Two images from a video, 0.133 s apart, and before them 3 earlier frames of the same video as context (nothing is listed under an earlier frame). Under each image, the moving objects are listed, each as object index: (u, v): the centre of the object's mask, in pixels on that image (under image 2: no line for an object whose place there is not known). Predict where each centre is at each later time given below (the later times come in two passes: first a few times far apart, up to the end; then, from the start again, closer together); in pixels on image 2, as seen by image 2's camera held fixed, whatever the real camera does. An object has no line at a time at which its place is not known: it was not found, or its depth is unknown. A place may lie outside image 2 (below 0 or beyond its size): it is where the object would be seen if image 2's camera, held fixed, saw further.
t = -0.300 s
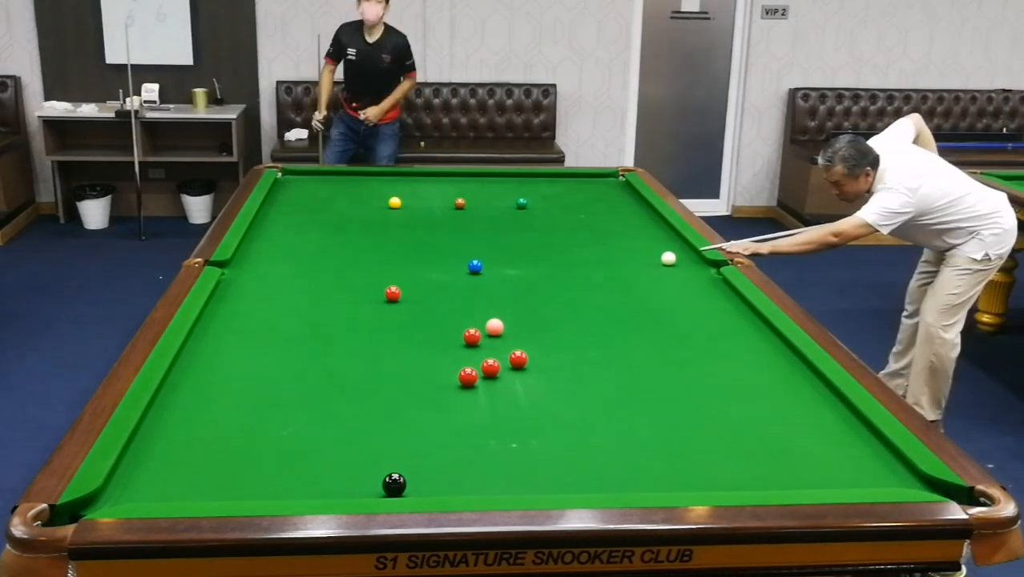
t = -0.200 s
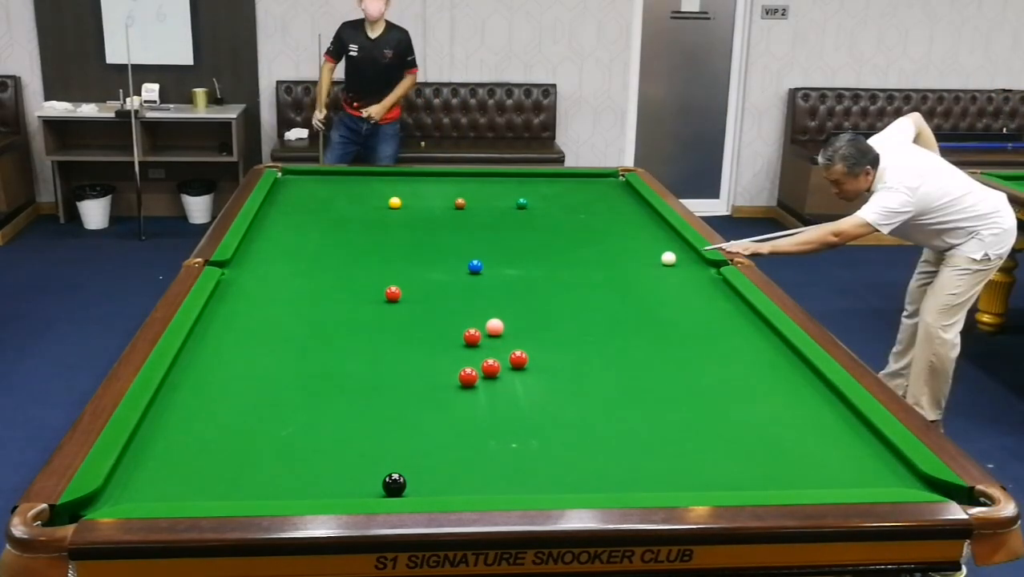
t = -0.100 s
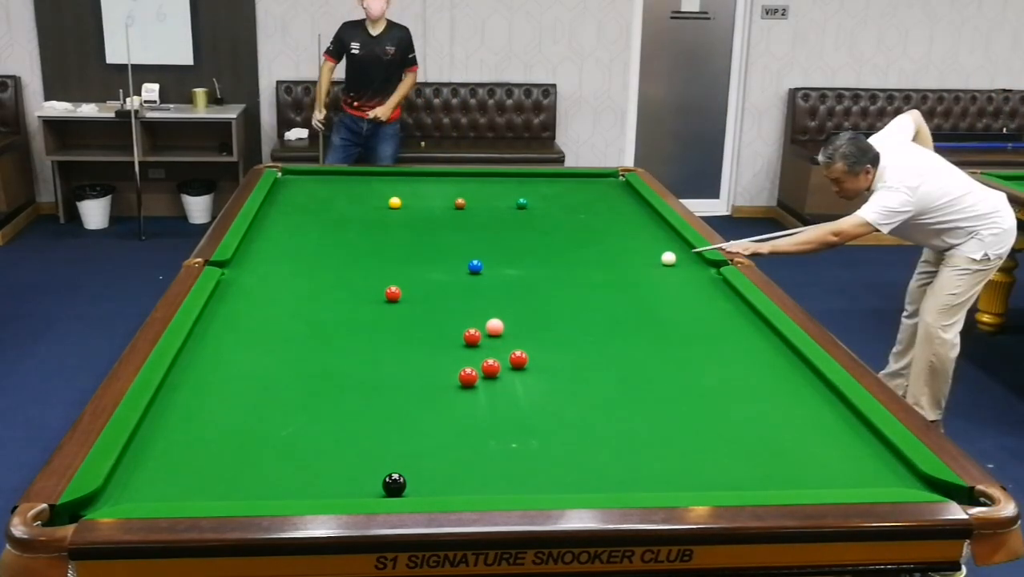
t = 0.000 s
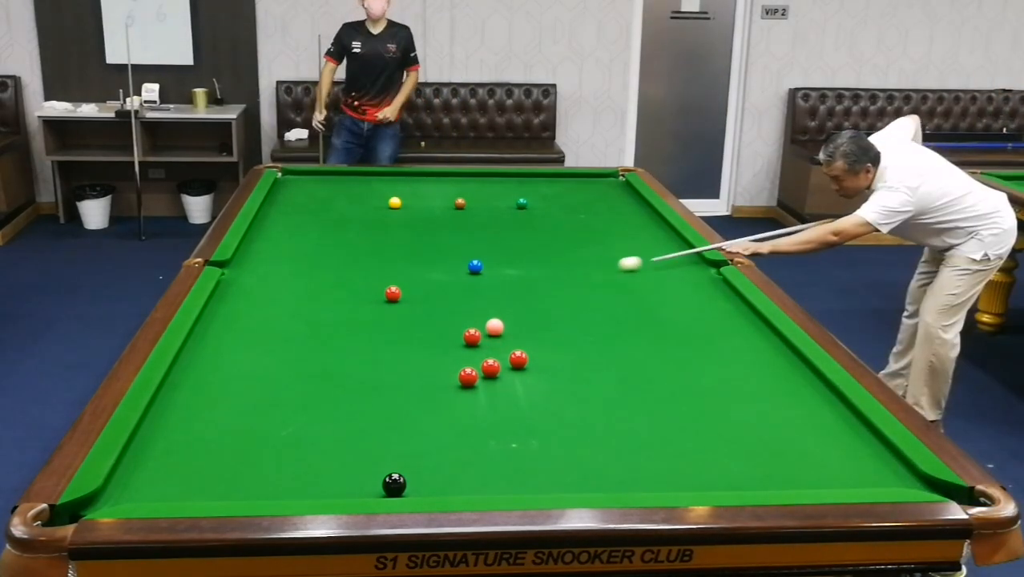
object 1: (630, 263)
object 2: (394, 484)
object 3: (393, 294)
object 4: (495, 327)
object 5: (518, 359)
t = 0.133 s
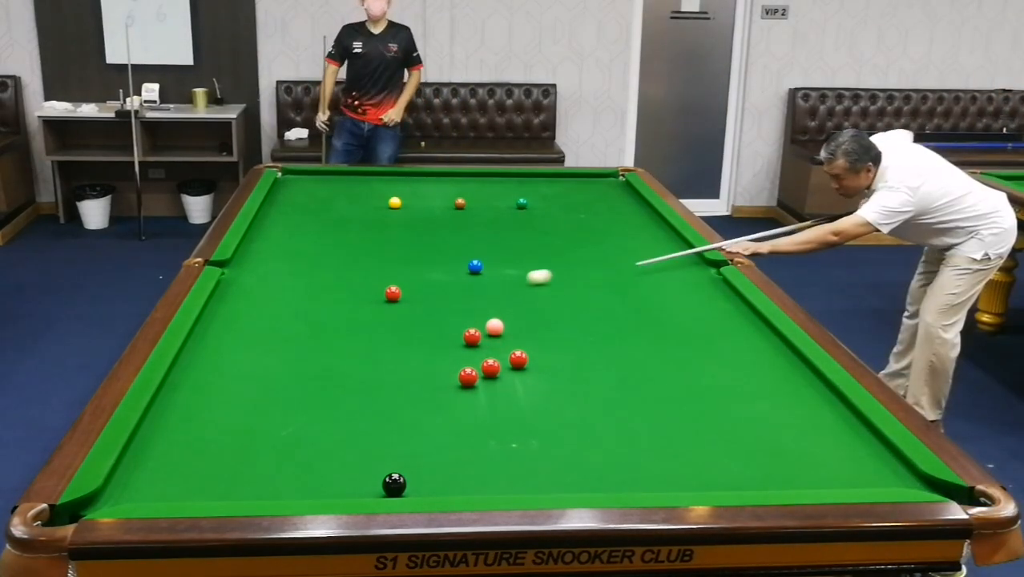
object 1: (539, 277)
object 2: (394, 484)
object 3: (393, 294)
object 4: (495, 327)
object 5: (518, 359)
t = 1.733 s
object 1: (709, 444)
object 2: (361, 478)
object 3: (297, 285)
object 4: (495, 327)
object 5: (518, 359)
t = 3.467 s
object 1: (490, 307)
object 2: (315, 435)
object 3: (460, 343)
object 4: (430, 324)
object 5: (518, 359)
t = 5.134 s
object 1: (423, 248)
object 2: (311, 430)
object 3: (514, 368)
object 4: (215, 315)
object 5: (573, 368)
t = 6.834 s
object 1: (389, 217)
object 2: (311, 430)
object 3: (515, 369)
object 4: (288, 312)
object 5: (586, 371)
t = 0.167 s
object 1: (515, 280)
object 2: (394, 484)
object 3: (393, 294)
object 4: (495, 327)
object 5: (518, 359)
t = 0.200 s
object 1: (491, 284)
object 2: (394, 484)
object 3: (393, 294)
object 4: (495, 327)
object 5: (518, 359)
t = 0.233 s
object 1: (465, 287)
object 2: (394, 484)
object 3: (393, 294)
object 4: (495, 327)
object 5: (518, 359)
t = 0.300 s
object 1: (413, 295)
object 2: (394, 484)
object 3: (392, 294)
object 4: (495, 327)
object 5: (518, 359)
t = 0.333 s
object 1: (394, 300)
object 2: (394, 484)
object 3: (384, 290)
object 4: (495, 327)
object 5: (518, 359)
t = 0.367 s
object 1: (377, 306)
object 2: (394, 484)
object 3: (374, 290)
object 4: (495, 327)
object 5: (518, 359)
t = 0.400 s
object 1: (359, 313)
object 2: (394, 484)
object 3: (365, 288)
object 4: (495, 327)
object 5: (518, 359)
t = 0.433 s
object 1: (339, 320)
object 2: (394, 484)
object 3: (357, 287)
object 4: (495, 327)
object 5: (518, 359)
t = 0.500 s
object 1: (295, 333)
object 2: (394, 484)
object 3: (341, 284)
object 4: (495, 327)
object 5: (518, 359)
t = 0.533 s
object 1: (272, 340)
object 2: (394, 484)
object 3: (334, 282)
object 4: (495, 327)
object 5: (518, 359)
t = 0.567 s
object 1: (249, 347)
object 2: (394, 484)
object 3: (327, 281)
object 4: (495, 327)
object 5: (518, 359)
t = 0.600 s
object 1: (224, 355)
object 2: (394, 484)
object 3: (320, 280)
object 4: (495, 327)
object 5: (518, 359)
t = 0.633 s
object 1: (198, 362)
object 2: (394, 484)
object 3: (313, 278)
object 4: (495, 327)
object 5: (518, 359)
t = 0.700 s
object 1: (195, 376)
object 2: (394, 484)
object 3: (299, 276)
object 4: (494, 327)
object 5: (518, 359)
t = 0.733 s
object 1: (211, 382)
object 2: (394, 484)
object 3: (292, 274)
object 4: (495, 327)
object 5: (518, 359)
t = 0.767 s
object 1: (226, 388)
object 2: (394, 484)
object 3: (285, 273)
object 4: (495, 327)
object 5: (518, 359)
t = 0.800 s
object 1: (241, 394)
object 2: (394, 484)
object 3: (278, 272)
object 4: (495, 327)
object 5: (518, 359)
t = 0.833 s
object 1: (254, 400)
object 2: (394, 484)
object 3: (271, 271)
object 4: (495, 327)
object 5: (518, 359)
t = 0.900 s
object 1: (281, 413)
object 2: (394, 484)
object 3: (258, 268)
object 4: (495, 327)
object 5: (518, 359)
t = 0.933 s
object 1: (295, 420)
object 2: (394, 484)
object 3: (252, 267)
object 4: (495, 327)
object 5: (518, 359)
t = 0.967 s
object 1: (309, 427)
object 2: (394, 484)
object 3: (246, 266)
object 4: (495, 327)
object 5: (518, 359)
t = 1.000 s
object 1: (323, 434)
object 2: (394, 484)
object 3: (239, 264)
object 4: (495, 327)
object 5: (518, 359)
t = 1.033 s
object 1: (338, 442)
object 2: (394, 484)
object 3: (233, 264)
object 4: (494, 327)
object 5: (518, 359)
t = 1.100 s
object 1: (369, 457)
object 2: (394, 484)
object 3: (236, 265)
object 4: (495, 327)
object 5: (518, 359)
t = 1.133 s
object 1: (385, 463)
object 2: (394, 484)
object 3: (239, 266)
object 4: (494, 327)
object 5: (518, 359)
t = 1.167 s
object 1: (403, 469)
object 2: (394, 484)
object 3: (243, 267)
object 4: (494, 327)
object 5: (518, 359)
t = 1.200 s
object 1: (422, 477)
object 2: (391, 486)
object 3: (246, 268)
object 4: (495, 327)
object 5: (518, 359)
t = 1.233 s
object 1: (443, 482)
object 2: (387, 488)
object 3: (249, 269)
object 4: (494, 327)
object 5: (518, 359)
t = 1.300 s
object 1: (484, 489)
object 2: (382, 491)
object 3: (255, 271)
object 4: (495, 327)
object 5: (518, 359)
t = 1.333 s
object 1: (505, 488)
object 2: (379, 492)
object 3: (259, 272)
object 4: (495, 327)
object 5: (518, 359)
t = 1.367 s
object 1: (524, 484)
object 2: (377, 491)
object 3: (262, 273)
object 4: (495, 327)
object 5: (518, 359)
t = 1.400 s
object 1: (543, 481)
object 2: (376, 490)
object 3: (265, 274)
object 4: (495, 327)
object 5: (518, 359)
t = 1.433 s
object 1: (561, 478)
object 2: (374, 489)
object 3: (268, 275)
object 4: (495, 327)
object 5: (518, 359)
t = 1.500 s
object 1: (596, 470)
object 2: (371, 488)
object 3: (274, 278)
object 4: (495, 327)
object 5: (518, 359)
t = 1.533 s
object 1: (613, 466)
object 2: (369, 487)
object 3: (278, 279)
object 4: (495, 327)
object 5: (518, 359)
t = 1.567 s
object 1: (630, 462)
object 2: (368, 485)
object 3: (281, 280)
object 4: (495, 327)
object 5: (518, 359)
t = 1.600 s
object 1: (646, 458)
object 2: (366, 484)
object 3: (284, 281)
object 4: (495, 327)
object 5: (518, 359)
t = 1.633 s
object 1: (662, 455)
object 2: (365, 483)
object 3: (288, 282)
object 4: (495, 327)
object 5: (518, 359)
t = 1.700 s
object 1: (694, 447)
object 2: (362, 480)
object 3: (294, 284)
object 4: (495, 327)
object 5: (518, 359)
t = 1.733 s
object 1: (709, 444)
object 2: (361, 478)
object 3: (297, 285)
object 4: (495, 327)
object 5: (518, 359)
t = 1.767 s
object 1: (724, 441)
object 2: (359, 477)
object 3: (301, 286)
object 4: (495, 327)
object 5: (518, 359)
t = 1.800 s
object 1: (739, 437)
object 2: (358, 476)
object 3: (304, 288)
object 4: (495, 327)
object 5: (518, 359)
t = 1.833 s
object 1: (754, 434)
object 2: (356, 475)
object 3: (307, 289)
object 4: (495, 327)
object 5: (518, 359)
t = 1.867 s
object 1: (768, 431)
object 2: (355, 474)
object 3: (311, 290)
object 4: (495, 327)
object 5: (518, 359)
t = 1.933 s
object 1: (795, 424)
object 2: (353, 471)
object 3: (317, 292)
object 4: (495, 327)
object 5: (518, 359)
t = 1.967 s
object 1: (809, 421)
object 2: (352, 469)
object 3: (320, 293)
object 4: (495, 327)
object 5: (518, 359)
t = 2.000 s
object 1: (822, 418)
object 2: (350, 468)
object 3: (324, 294)
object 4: (495, 327)
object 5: (518, 359)
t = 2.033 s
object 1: (835, 415)
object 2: (349, 467)
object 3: (327, 296)
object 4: (495, 327)
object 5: (518, 359)
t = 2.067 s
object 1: (847, 412)
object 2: (348, 466)
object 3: (330, 297)
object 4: (495, 327)
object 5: (518, 359)
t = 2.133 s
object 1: (820, 405)
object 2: (346, 464)
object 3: (336, 299)
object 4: (495, 327)
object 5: (518, 359)
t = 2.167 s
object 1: (805, 401)
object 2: (345, 463)
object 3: (340, 300)
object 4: (495, 327)
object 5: (518, 359)
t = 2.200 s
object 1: (791, 398)
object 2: (344, 462)
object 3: (343, 301)
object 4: (495, 327)
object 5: (518, 359)
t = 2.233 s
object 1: (778, 395)
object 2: (343, 461)
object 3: (346, 302)
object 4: (495, 327)
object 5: (518, 359)
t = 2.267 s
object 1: (765, 392)
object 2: (342, 459)
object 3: (349, 303)
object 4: (495, 327)
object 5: (518, 359)
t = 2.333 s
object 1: (741, 386)
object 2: (339, 457)
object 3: (356, 305)
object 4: (494, 327)
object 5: (518, 359)
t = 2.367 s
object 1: (729, 383)
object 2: (339, 457)
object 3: (359, 307)
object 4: (495, 327)
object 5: (518, 359)
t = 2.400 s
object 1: (717, 380)
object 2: (338, 456)
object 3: (362, 308)
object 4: (495, 327)
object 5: (518, 359)
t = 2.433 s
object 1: (705, 377)
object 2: (337, 455)
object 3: (365, 309)
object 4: (495, 327)
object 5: (518, 359)
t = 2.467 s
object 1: (693, 374)
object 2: (336, 454)
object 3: (368, 310)
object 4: (495, 327)
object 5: (518, 359)
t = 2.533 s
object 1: (671, 368)
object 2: (334, 452)
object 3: (375, 312)
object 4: (494, 327)
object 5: (518, 359)
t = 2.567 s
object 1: (660, 365)
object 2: (333, 451)
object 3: (378, 313)
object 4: (495, 327)
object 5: (518, 359)
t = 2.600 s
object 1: (649, 362)
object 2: (332, 450)
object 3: (381, 314)
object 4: (495, 327)
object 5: (518, 359)
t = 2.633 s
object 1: (639, 360)
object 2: (331, 449)
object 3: (384, 315)
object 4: (495, 327)
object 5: (518, 359)
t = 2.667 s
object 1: (629, 357)
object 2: (330, 449)
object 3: (387, 317)
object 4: (495, 327)
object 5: (518, 359)
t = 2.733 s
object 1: (608, 352)
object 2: (329, 447)
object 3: (394, 319)
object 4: (495, 327)
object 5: (518, 359)
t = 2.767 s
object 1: (598, 350)
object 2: (328, 447)
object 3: (397, 320)
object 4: (495, 327)
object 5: (518, 359)
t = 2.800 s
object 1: (589, 347)
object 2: (327, 446)
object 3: (400, 321)
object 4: (495, 327)
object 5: (518, 359)
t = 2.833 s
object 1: (579, 345)
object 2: (326, 445)
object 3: (403, 322)
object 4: (495, 327)
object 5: (518, 359)
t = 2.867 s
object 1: (570, 342)
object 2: (325, 445)
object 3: (406, 323)
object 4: (494, 327)
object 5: (518, 359)
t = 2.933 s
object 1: (551, 337)
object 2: (324, 443)
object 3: (412, 325)
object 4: (494, 327)
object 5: (518, 359)
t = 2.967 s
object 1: (542, 335)
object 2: (323, 443)
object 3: (415, 327)
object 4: (495, 327)
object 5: (518, 359)
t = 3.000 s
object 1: (534, 333)
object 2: (322, 442)
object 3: (418, 327)
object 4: (495, 327)
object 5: (519, 359)
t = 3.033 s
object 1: (524, 331)
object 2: (321, 442)
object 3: (421, 329)
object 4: (495, 327)
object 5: (518, 359)
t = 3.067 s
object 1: (516, 328)
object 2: (321, 441)
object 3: (424, 330)
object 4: (495, 327)
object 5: (518, 359)
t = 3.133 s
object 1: (510, 324)
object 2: (320, 440)
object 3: (430, 332)
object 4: (484, 326)
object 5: (518, 359)
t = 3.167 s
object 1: (508, 323)
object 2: (319, 439)
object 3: (433, 333)
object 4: (479, 325)
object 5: (518, 359)
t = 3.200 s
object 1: (506, 321)
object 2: (318, 439)
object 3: (436, 334)
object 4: (473, 324)
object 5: (518, 359)
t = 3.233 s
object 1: (504, 319)
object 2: (318, 438)
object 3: (439, 335)
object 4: (466, 324)
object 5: (518, 359)
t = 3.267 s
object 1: (502, 317)
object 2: (317, 438)
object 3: (442, 336)
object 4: (461, 325)
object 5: (518, 359)
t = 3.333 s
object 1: (498, 314)
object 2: (316, 437)
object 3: (448, 339)
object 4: (452, 324)
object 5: (518, 359)
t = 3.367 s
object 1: (496, 312)
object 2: (316, 436)
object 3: (451, 339)
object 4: (445, 324)
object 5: (518, 359)
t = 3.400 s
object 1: (494, 311)
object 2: (315, 436)
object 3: (454, 340)
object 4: (440, 325)
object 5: (518, 359)
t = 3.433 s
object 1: (492, 309)
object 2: (315, 435)
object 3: (457, 342)
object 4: (435, 325)
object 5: (518, 359)
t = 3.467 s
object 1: (490, 307)
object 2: (315, 435)
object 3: (460, 343)
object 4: (430, 324)
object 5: (518, 359)
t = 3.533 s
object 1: (486, 304)
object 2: (314, 434)
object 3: (466, 345)
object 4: (420, 324)
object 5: (518, 359)
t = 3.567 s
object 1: (484, 303)
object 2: (314, 434)
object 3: (469, 345)
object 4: (415, 324)
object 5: (519, 359)
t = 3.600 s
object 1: (483, 301)
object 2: (313, 433)
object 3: (472, 346)
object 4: (410, 323)
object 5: (519, 359)
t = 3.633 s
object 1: (481, 299)
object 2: (313, 433)
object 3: (475, 348)
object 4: (405, 323)
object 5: (519, 359)
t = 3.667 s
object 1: (479, 298)
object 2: (313, 433)
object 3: (478, 349)
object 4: (400, 323)
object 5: (519, 359)
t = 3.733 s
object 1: (475, 295)
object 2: (312, 432)
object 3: (483, 350)
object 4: (390, 323)
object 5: (519, 359)
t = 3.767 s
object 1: (474, 293)
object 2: (312, 432)
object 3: (486, 351)
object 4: (385, 322)
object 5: (518, 359)
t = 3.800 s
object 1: (472, 292)
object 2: (312, 432)
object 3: (489, 351)
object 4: (380, 322)
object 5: (518, 359)
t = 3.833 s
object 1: (470, 291)
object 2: (312, 431)
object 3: (492, 352)
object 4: (375, 322)
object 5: (518, 359)
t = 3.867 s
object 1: (469, 289)
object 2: (311, 431)
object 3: (495, 353)
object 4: (370, 322)
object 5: (518, 359)
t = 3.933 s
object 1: (466, 287)
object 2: (311, 431)
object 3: (501, 355)
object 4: (361, 321)
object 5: (518, 359)
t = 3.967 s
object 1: (464, 285)
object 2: (311, 431)
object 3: (501, 356)
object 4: (356, 321)
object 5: (521, 360)
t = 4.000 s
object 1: (463, 284)
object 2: (311, 430)
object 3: (502, 357)
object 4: (352, 321)
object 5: (523, 360)
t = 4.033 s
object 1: (461, 282)
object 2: (311, 430)
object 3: (502, 358)
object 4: (347, 321)
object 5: (525, 360)
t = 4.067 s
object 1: (460, 281)
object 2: (311, 430)
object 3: (502, 359)
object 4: (342, 321)
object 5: (527, 360)
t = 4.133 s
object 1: (457, 279)
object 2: (311, 430)
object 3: (503, 360)
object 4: (333, 320)
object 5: (530, 361)
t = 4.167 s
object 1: (455, 278)
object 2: (311, 430)
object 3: (503, 360)
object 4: (329, 320)
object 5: (532, 361)
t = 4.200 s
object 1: (454, 276)
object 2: (310, 430)
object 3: (504, 361)
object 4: (324, 320)
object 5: (534, 362)
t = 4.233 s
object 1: (453, 275)
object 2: (310, 430)
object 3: (504, 362)
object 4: (320, 319)
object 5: (536, 362)
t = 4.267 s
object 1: (452, 274)
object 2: (311, 430)
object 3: (504, 362)
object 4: (316, 319)
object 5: (538, 362)
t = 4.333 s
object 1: (449, 272)
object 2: (311, 430)
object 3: (505, 363)
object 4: (307, 319)
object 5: (541, 363)
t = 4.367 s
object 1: (447, 271)
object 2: (311, 430)
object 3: (505, 364)
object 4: (303, 318)
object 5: (543, 363)
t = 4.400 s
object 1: (446, 270)
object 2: (311, 430)
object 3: (506, 364)
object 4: (299, 318)
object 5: (545, 363)
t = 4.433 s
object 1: (445, 268)
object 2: (311, 430)
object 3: (506, 364)
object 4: (294, 318)
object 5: (546, 363)
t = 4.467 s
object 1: (444, 267)
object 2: (311, 430)
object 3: (507, 365)
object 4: (290, 318)
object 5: (548, 364)
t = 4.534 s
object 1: (442, 265)
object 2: (311, 430)
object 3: (508, 365)
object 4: (282, 318)
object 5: (551, 364)
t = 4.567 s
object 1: (440, 264)
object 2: (311, 430)
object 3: (508, 365)
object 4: (278, 318)
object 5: (552, 364)
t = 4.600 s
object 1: (439, 263)
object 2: (311, 430)
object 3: (509, 366)
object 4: (274, 318)
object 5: (554, 365)
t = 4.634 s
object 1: (438, 262)
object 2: (311, 430)
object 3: (509, 366)
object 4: (270, 317)
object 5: (555, 365)
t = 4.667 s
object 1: (437, 261)
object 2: (311, 430)
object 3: (510, 366)
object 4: (266, 317)
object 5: (557, 365)
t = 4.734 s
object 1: (435, 259)
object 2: (311, 430)
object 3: (511, 366)
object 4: (258, 317)
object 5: (559, 365)
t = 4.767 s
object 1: (433, 258)
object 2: (311, 430)
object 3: (511, 367)
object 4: (254, 317)
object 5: (561, 366)
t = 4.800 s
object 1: (433, 257)
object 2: (311, 430)
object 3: (511, 367)
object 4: (251, 317)
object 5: (562, 366)
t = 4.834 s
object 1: (431, 256)
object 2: (311, 430)
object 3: (512, 367)
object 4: (247, 316)
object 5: (563, 366)
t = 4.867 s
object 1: (430, 255)
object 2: (311, 430)
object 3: (512, 367)
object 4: (243, 316)
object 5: (564, 366)
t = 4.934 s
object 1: (428, 253)
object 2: (311, 430)
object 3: (513, 367)
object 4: (236, 316)
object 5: (567, 367)
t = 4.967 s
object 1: (427, 252)
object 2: (311, 430)
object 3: (513, 368)
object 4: (232, 316)
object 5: (568, 367)
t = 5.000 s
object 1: (427, 251)
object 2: (311, 430)
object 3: (513, 368)
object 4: (229, 316)
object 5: (569, 367)
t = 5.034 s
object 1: (426, 251)
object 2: (311, 430)
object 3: (514, 368)
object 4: (225, 315)
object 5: (570, 367)
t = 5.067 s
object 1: (425, 250)
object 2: (311, 430)
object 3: (514, 368)
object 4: (221, 315)
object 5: (571, 367)
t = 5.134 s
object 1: (423, 248)
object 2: (311, 430)
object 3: (514, 368)
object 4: (215, 315)
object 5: (573, 368)
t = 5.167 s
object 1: (422, 247)
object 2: (311, 430)
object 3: (514, 368)
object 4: (211, 315)
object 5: (574, 368)
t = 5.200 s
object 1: (421, 247)
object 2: (311, 430)
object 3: (515, 368)
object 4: (208, 315)
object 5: (575, 368)
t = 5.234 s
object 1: (420, 246)
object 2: (311, 430)
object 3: (515, 369)
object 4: (209, 315)
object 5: (576, 368)
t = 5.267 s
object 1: (419, 245)
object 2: (311, 430)
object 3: (515, 369)
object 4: (211, 315)
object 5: (577, 369)
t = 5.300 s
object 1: (419, 244)
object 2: (311, 430)
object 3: (515, 369)
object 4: (213, 314)
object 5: (578, 369)
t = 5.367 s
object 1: (417, 243)
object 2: (311, 430)
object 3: (515, 369)
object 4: (218, 314)
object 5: (579, 369)
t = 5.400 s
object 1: (416, 242)
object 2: (311, 430)
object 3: (515, 369)
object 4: (220, 314)
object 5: (580, 369)
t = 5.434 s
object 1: (415, 241)
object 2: (311, 430)
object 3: (515, 369)
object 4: (223, 314)
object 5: (580, 369)
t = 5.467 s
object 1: (414, 241)
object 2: (311, 430)
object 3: (515, 369)
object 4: (225, 314)
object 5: (581, 370)
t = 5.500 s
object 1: (413, 240)
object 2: (311, 430)
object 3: (515, 369)
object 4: (227, 314)
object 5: (582, 370)
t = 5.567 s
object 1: (412, 238)
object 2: (311, 430)
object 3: (515, 369)
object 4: (231, 314)
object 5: (583, 370)
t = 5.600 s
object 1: (411, 238)
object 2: (311, 430)
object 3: (515, 369)
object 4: (233, 314)
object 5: (583, 370)
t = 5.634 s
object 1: (411, 237)
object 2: (311, 430)
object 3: (515, 369)
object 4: (236, 313)
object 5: (584, 370)
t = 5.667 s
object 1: (410, 236)
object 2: (311, 430)
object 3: (515, 369)
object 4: (237, 313)
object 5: (584, 370)
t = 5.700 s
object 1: (409, 236)
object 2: (311, 430)
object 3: (515, 369)
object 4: (240, 313)
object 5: (584, 371)
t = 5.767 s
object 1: (407, 234)
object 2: (311, 430)
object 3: (515, 369)
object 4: (243, 313)
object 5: (585, 371)
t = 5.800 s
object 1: (407, 234)
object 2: (311, 430)
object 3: (515, 369)
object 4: (245, 313)
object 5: (586, 371)
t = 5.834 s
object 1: (406, 233)
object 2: (311, 430)
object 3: (515, 369)
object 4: (247, 313)
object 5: (586, 371)
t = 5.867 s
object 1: (405, 232)
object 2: (311, 430)
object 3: (515, 369)
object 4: (249, 313)
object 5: (586, 371)
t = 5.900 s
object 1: (405, 232)
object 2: (311, 430)
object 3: (515, 369)
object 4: (251, 313)
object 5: (587, 371)
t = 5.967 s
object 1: (404, 230)
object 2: (311, 430)
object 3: (514, 369)
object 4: (254, 313)
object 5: (587, 371)
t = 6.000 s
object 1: (403, 230)
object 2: (311, 430)
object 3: (515, 369)
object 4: (256, 313)
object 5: (587, 371)
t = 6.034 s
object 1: (402, 229)
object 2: (311, 430)
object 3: (515, 369)
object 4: (258, 313)
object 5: (587, 371)
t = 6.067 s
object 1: (402, 229)
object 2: (311, 430)
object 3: (515, 369)
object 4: (259, 313)
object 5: (587, 371)
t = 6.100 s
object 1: (401, 228)
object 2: (311, 430)
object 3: (515, 369)
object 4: (261, 313)
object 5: (587, 371)
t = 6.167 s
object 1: (400, 227)
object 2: (311, 430)
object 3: (515, 369)
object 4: (264, 313)
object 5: (587, 371)
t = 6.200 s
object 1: (399, 226)
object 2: (311, 430)
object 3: (515, 369)
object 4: (266, 313)
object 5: (587, 371)
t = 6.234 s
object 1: (399, 226)
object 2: (311, 430)
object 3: (515, 369)
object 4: (267, 313)
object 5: (587, 371)
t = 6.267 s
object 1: (398, 225)
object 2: (311, 430)
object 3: (515, 369)
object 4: (268, 313)
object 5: (587, 371)
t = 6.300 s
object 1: (398, 225)
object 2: (311, 430)
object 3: (515, 369)
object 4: (270, 313)
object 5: (587, 371)
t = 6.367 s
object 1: (396, 224)
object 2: (311, 430)
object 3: (515, 369)
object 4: (273, 313)
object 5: (587, 371)
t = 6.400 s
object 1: (396, 223)
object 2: (311, 430)
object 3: (515, 369)
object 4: (274, 312)
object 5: (587, 371)
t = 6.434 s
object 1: (395, 223)
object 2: (311, 430)
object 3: (515, 369)
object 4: (275, 312)
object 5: (587, 371)
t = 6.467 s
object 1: (395, 222)
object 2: (311, 430)
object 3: (515, 369)
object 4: (276, 312)
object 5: (587, 371)
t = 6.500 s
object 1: (394, 222)
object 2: (311, 430)
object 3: (515, 369)
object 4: (278, 312)
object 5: (587, 371)
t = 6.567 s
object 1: (393, 221)
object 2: (311, 430)
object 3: (515, 369)
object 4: (280, 312)
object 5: (586, 371)
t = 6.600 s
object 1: (393, 220)
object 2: (311, 430)
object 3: (515, 369)
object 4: (281, 312)
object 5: (586, 371)
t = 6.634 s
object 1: (392, 220)
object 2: (311, 430)
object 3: (515, 369)
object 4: (282, 312)
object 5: (586, 371)
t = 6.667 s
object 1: (392, 220)
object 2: (311, 430)
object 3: (515, 369)
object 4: (283, 312)
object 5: (586, 371)
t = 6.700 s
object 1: (391, 219)
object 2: (311, 430)
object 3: (515, 369)
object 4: (284, 312)
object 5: (586, 371)
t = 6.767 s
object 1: (390, 218)
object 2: (311, 430)
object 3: (515, 369)
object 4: (286, 312)
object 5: (586, 371)
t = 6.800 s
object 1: (390, 218)
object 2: (311, 430)
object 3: (515, 369)
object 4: (287, 312)
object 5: (586, 371)
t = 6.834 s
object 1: (389, 217)
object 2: (311, 430)
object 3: (515, 369)
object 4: (288, 312)
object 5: (586, 371)
